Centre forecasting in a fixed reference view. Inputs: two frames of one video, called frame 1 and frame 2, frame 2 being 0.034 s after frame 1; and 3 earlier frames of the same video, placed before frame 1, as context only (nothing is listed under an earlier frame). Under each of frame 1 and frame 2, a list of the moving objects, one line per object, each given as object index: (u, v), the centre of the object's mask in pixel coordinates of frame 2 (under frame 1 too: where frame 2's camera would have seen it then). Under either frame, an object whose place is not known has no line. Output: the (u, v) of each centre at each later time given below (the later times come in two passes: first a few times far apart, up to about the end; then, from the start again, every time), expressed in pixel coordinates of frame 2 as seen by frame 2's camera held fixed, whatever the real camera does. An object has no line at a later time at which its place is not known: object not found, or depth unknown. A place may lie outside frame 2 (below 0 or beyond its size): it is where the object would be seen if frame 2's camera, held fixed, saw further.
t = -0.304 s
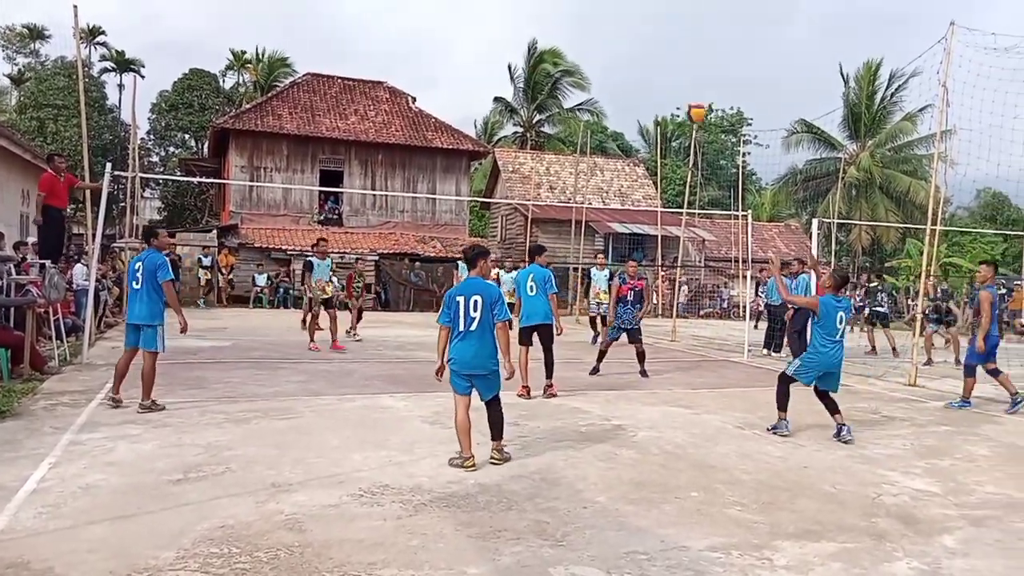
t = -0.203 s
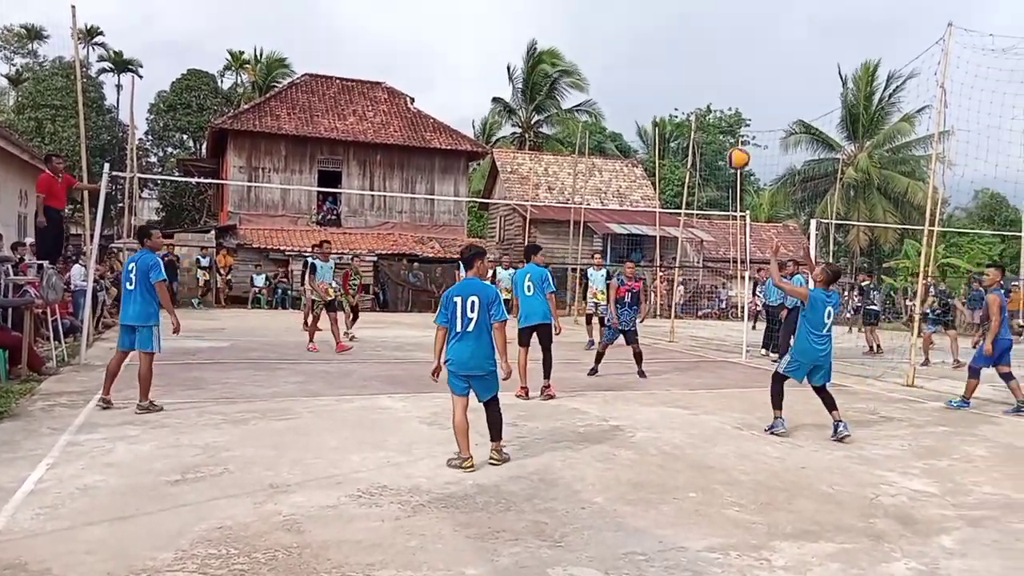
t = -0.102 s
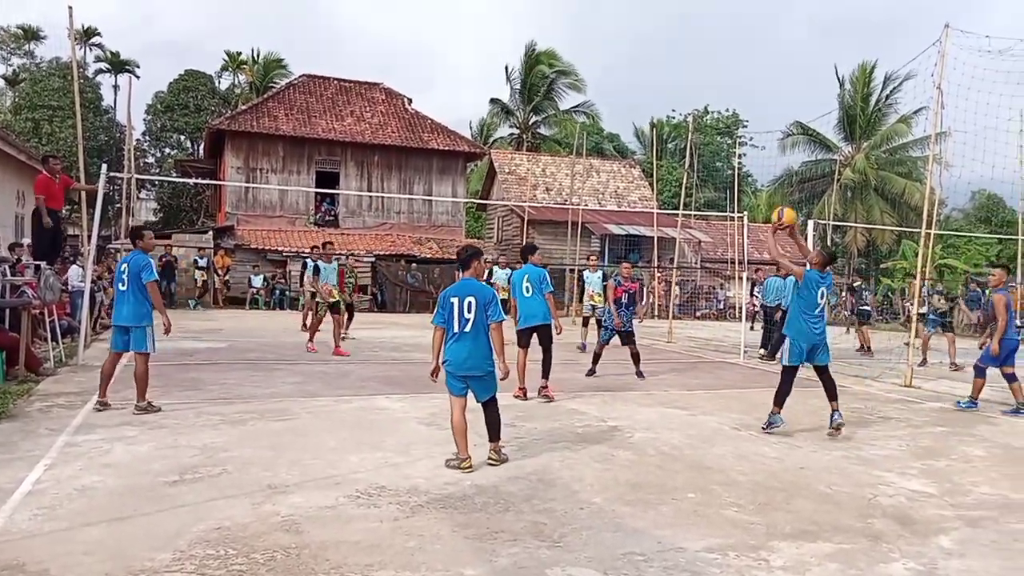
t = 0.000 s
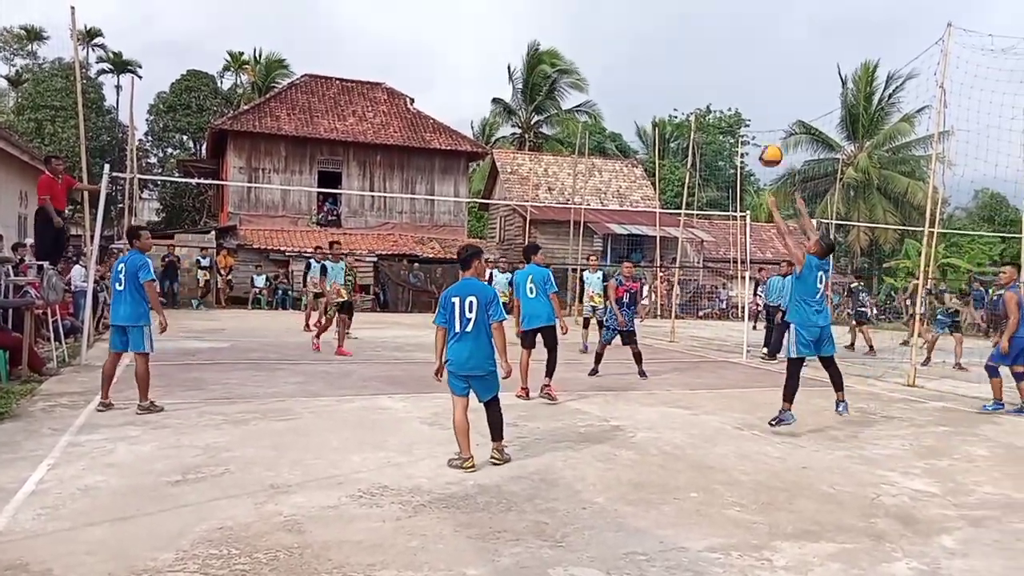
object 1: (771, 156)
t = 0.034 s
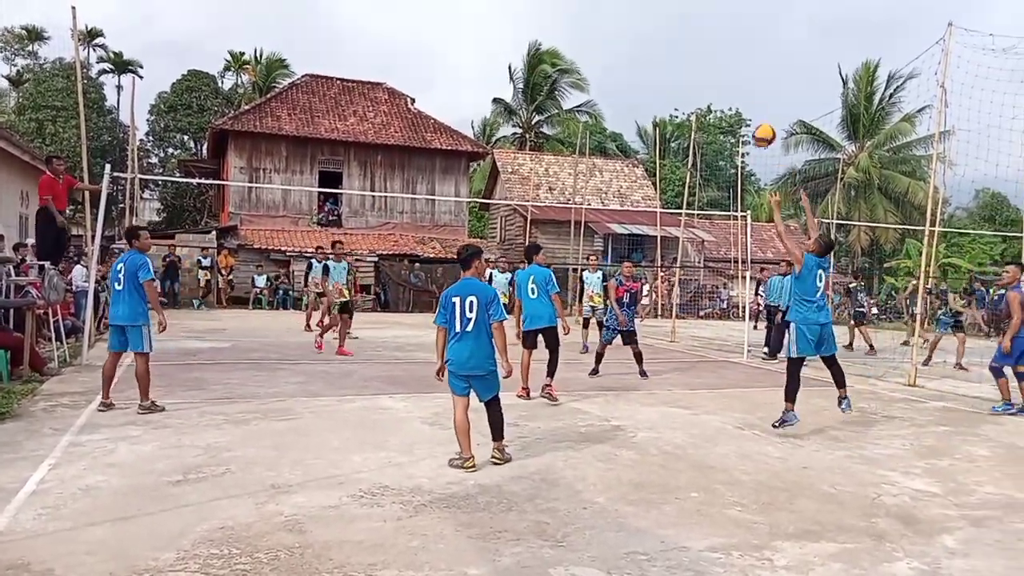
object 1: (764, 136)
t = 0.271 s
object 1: (713, 36)
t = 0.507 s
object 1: (669, 5)
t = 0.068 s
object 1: (756, 117)
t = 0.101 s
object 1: (748, 100)
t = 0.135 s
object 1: (741, 84)
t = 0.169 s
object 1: (734, 70)
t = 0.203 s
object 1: (727, 57)
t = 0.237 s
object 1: (720, 46)
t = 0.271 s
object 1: (713, 36)
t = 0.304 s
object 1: (707, 27)
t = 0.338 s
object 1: (700, 20)
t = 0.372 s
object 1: (693, 13)
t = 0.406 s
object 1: (686, 9)
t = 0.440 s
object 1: (680, 7)
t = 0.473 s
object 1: (675, 6)
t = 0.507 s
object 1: (669, 5)
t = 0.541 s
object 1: (663, 5)
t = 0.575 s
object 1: (657, 5)
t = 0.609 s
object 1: (651, 6)
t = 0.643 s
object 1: (645, 7)
